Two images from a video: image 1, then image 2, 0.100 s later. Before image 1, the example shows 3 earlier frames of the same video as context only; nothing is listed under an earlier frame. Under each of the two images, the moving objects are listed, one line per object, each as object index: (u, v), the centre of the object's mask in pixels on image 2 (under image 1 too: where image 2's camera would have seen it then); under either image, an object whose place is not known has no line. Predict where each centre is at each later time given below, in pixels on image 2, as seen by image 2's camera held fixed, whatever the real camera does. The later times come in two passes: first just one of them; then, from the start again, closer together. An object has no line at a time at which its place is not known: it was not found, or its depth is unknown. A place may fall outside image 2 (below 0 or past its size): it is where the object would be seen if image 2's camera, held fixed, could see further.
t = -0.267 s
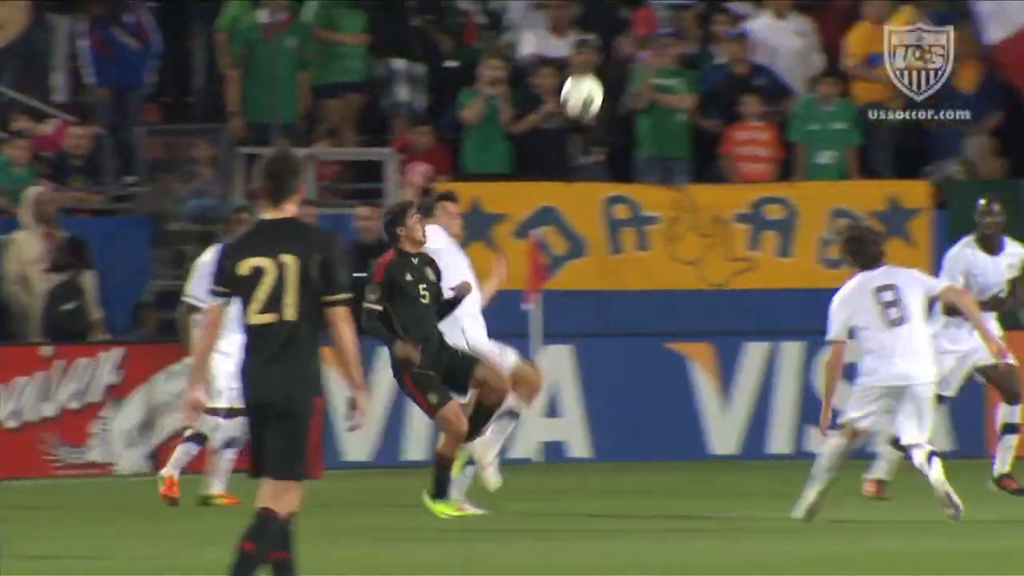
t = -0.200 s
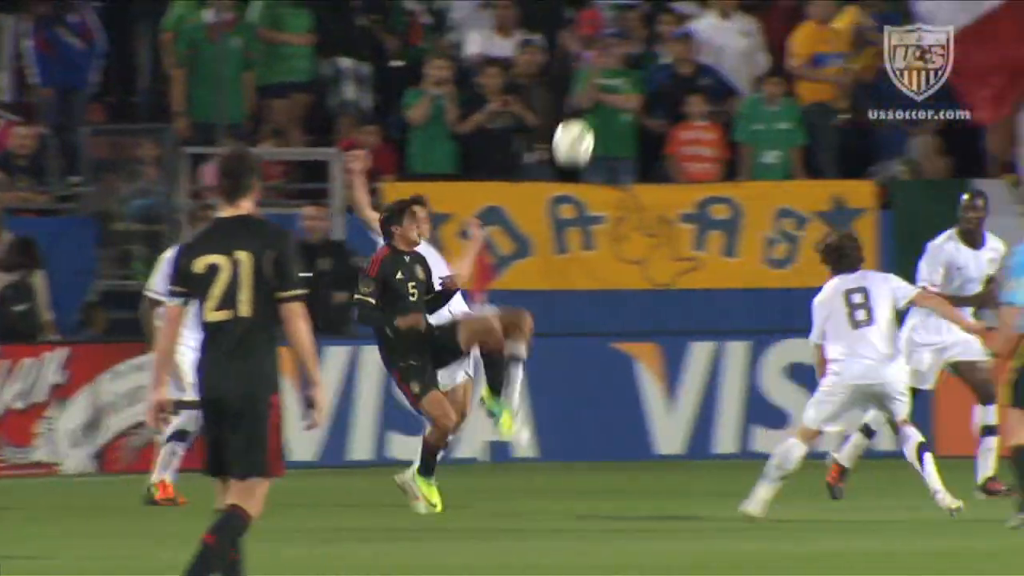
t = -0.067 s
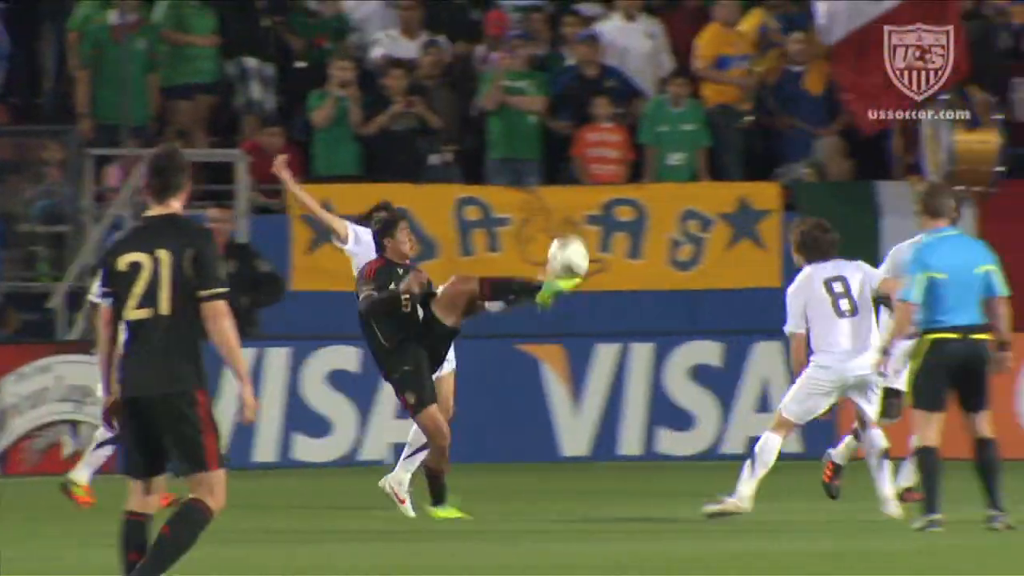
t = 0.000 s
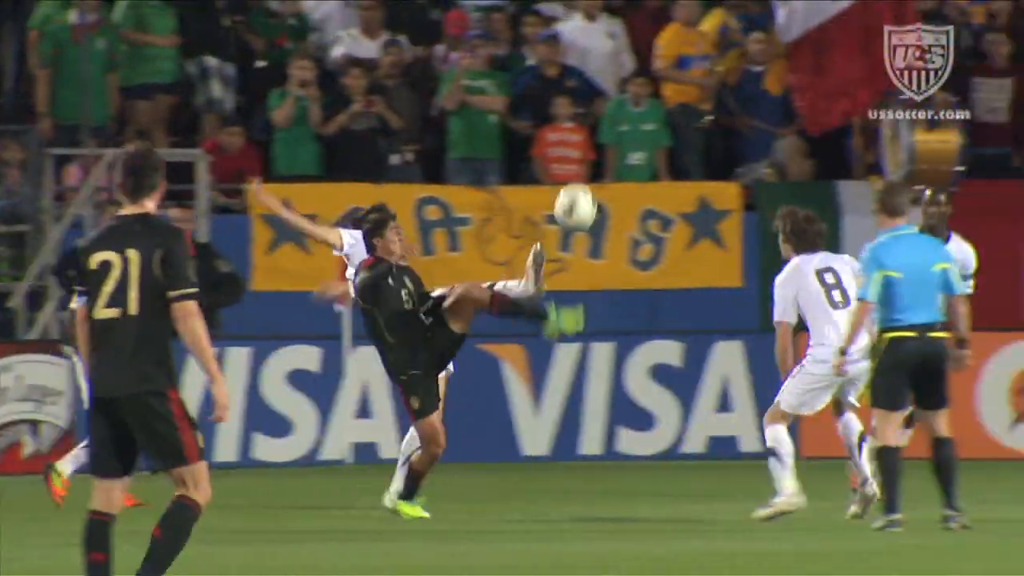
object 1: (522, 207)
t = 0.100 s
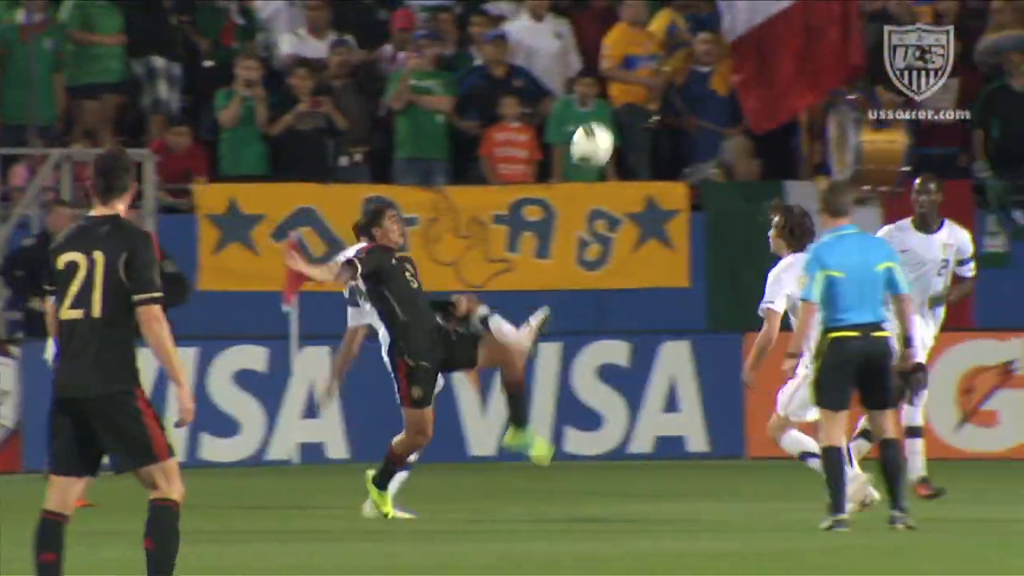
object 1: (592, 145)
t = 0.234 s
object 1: (682, 90)
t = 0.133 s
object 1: (615, 127)
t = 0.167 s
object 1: (638, 113)
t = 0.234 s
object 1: (682, 90)
